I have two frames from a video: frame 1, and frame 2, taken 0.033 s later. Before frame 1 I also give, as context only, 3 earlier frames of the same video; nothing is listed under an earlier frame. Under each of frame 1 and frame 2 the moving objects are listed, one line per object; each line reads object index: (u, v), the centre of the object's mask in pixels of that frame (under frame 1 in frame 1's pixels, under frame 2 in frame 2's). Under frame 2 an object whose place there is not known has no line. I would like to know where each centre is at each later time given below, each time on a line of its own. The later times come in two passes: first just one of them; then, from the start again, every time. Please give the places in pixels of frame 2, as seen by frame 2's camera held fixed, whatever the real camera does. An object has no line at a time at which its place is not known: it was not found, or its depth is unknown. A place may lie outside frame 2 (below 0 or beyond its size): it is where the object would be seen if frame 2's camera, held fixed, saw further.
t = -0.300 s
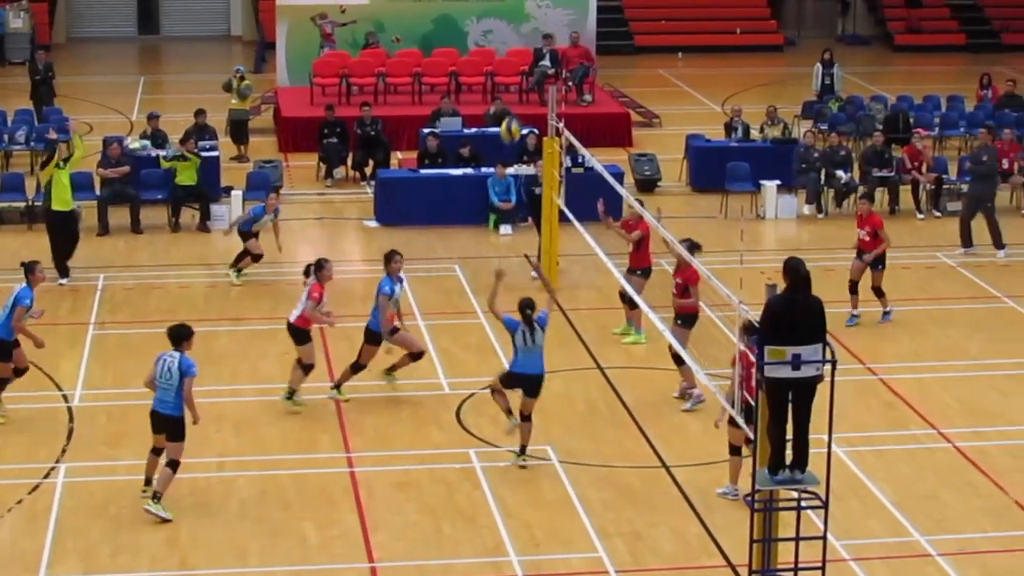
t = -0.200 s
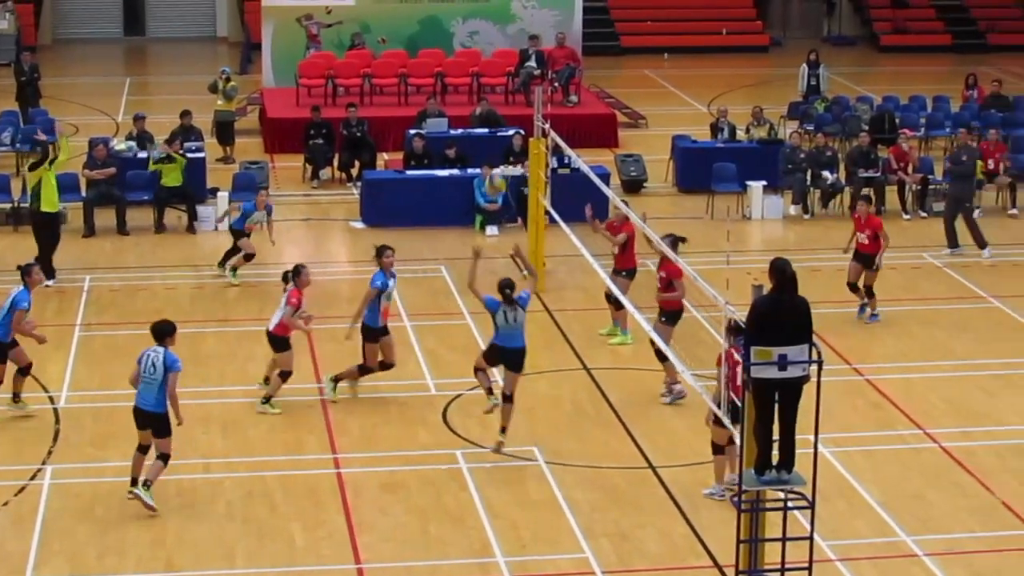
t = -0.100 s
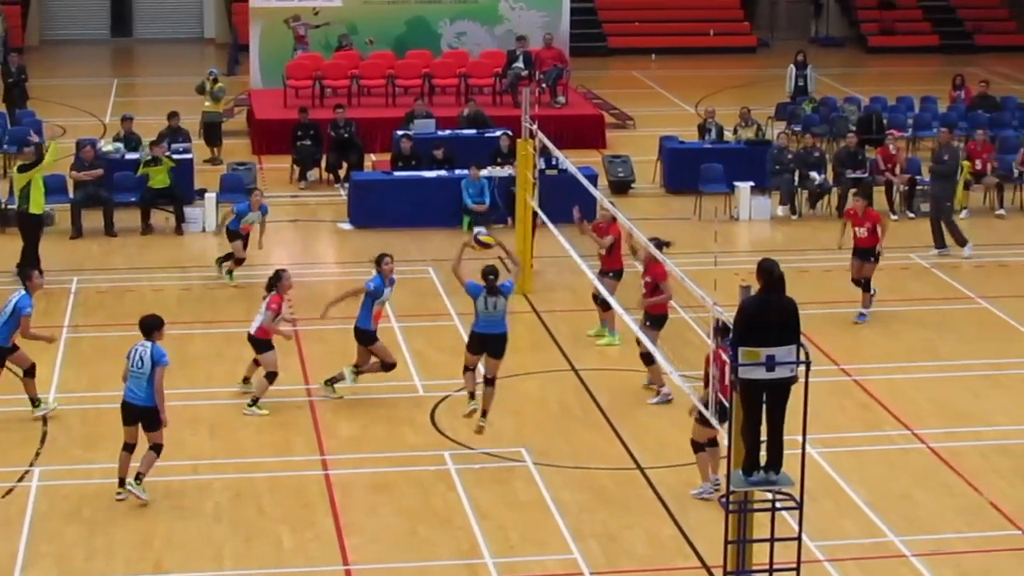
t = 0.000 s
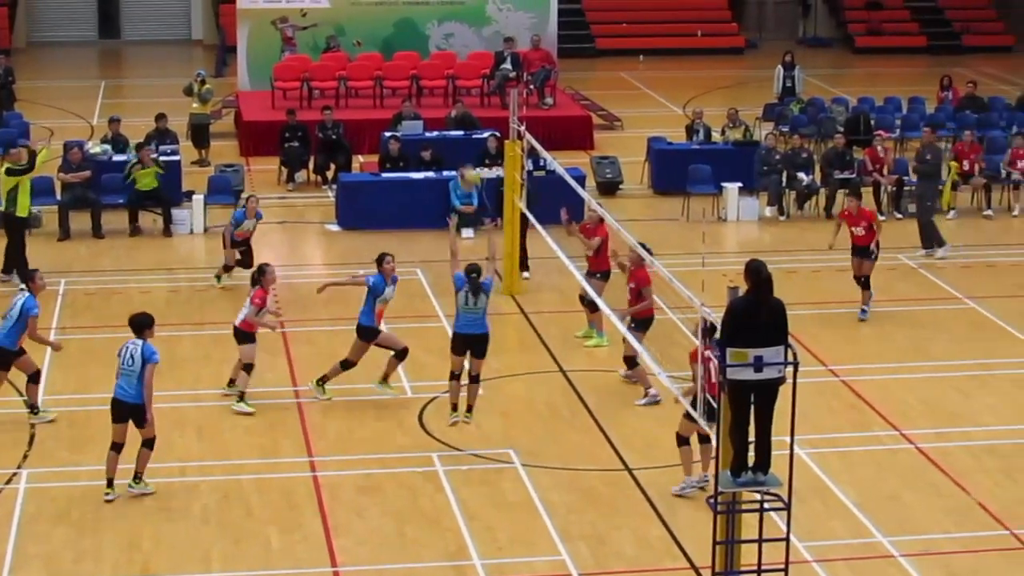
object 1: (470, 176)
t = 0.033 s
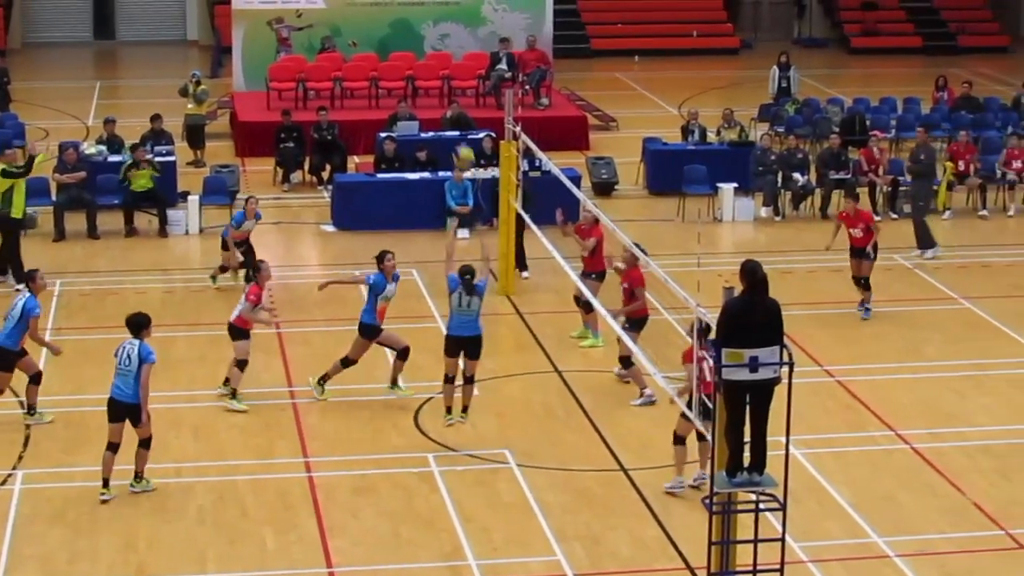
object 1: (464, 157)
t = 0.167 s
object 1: (462, 82)
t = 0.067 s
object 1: (463, 136)
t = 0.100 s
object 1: (463, 117)
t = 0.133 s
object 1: (462, 99)
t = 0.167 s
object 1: (462, 82)
